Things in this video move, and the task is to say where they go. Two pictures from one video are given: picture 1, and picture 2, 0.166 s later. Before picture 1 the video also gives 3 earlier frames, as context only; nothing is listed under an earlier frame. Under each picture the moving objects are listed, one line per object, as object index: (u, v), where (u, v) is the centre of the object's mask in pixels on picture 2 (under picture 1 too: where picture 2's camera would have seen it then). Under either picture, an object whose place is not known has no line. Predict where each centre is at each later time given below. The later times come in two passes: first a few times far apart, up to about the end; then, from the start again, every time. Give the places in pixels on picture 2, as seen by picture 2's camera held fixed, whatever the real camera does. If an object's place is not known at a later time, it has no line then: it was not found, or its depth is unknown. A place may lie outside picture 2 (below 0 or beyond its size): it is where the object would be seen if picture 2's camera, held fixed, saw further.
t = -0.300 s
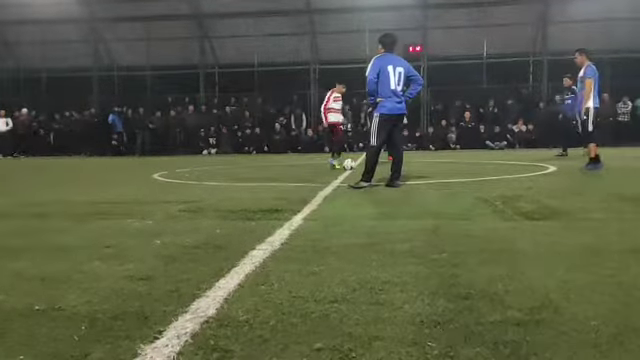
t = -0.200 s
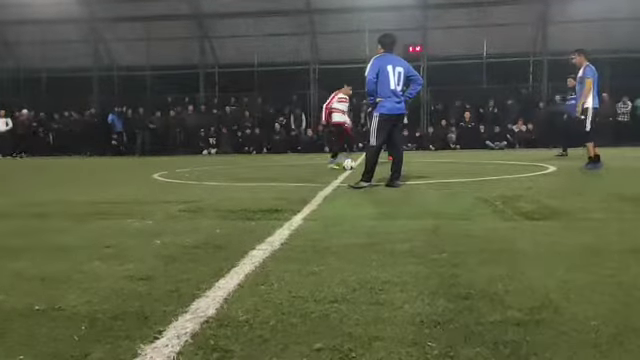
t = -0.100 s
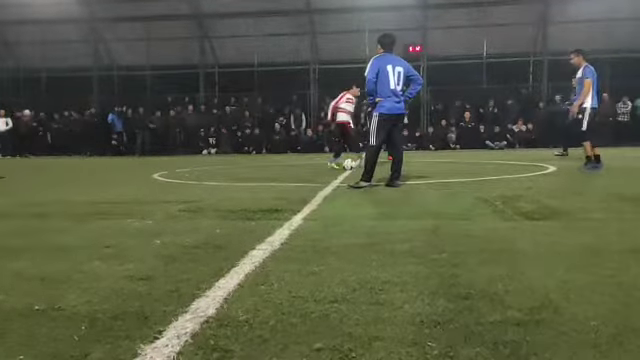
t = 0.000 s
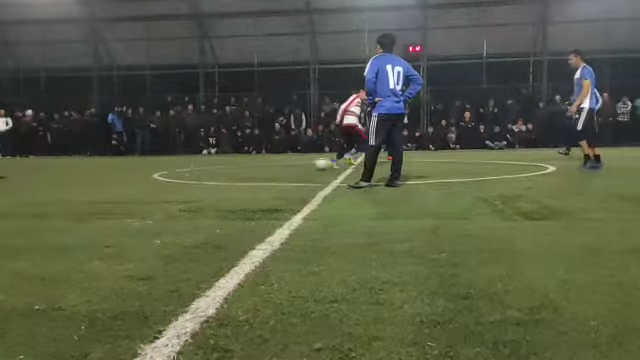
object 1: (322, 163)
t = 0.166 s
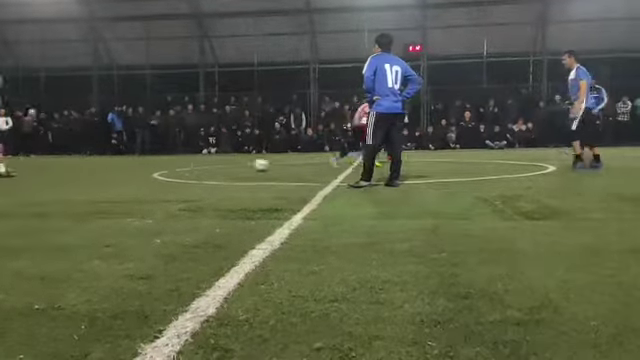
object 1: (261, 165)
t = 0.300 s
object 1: (218, 165)
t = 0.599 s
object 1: (130, 167)
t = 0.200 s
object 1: (249, 165)
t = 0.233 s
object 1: (238, 165)
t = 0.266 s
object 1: (228, 165)
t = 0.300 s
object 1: (218, 165)
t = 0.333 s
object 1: (207, 166)
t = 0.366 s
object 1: (197, 166)
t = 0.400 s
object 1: (188, 167)
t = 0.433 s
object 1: (179, 167)
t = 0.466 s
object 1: (169, 167)
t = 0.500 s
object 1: (159, 168)
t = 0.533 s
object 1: (149, 168)
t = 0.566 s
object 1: (139, 168)
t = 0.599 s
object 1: (130, 167)
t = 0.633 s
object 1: (120, 167)
